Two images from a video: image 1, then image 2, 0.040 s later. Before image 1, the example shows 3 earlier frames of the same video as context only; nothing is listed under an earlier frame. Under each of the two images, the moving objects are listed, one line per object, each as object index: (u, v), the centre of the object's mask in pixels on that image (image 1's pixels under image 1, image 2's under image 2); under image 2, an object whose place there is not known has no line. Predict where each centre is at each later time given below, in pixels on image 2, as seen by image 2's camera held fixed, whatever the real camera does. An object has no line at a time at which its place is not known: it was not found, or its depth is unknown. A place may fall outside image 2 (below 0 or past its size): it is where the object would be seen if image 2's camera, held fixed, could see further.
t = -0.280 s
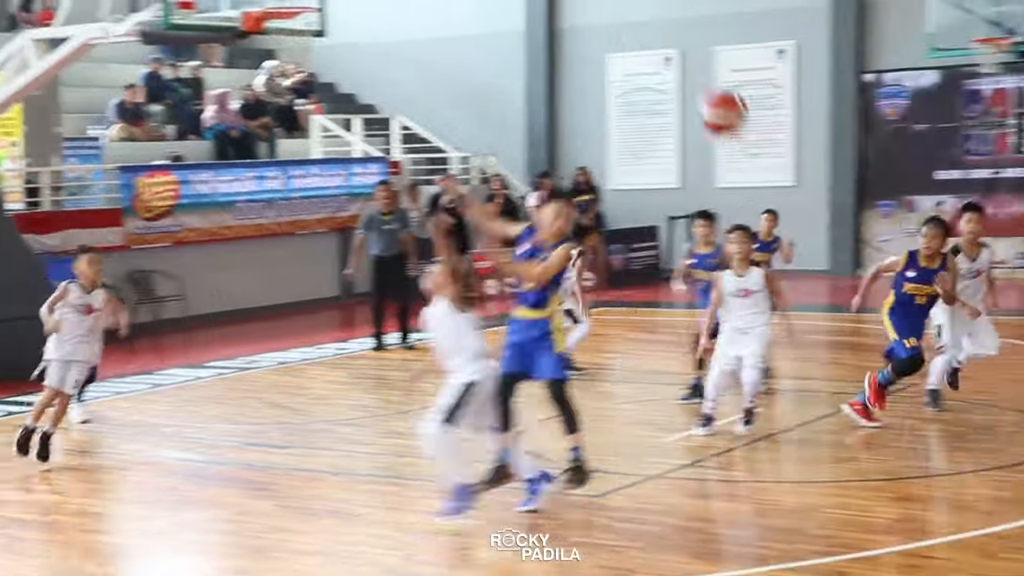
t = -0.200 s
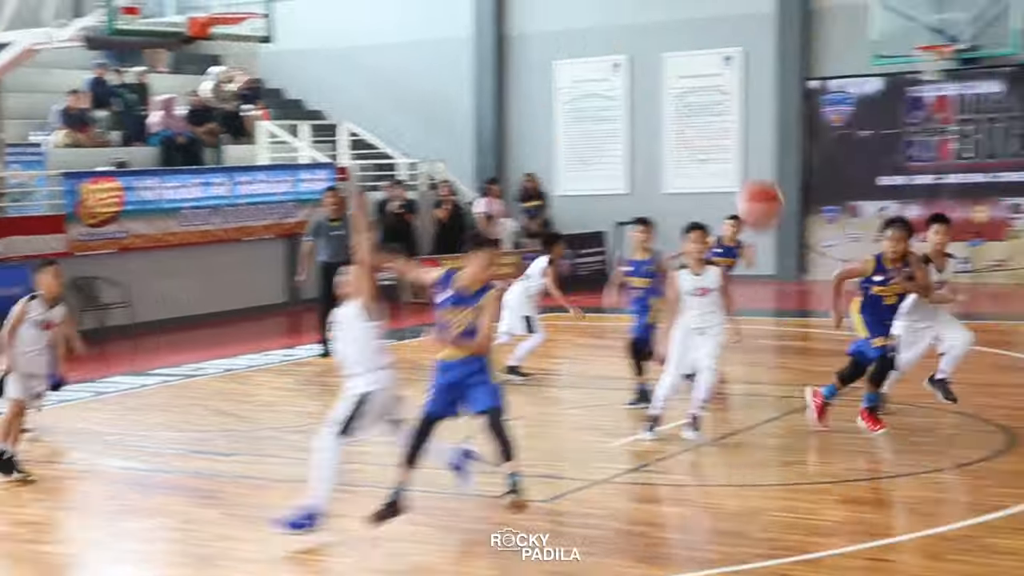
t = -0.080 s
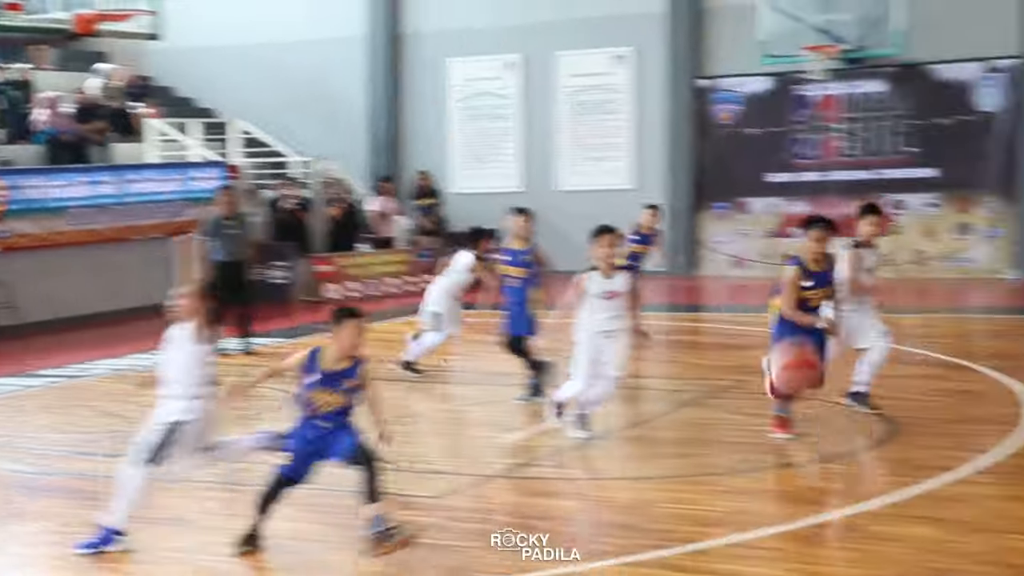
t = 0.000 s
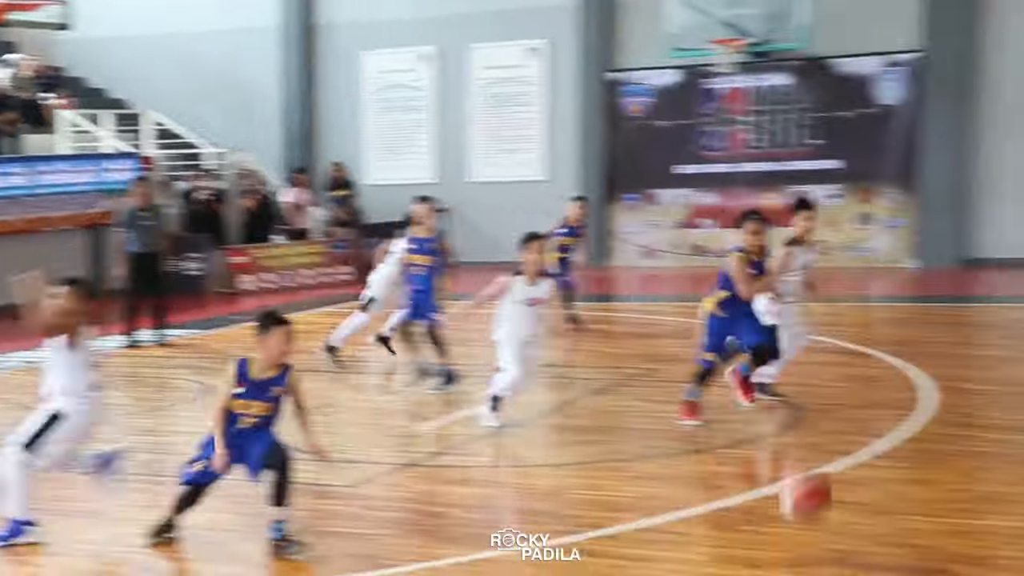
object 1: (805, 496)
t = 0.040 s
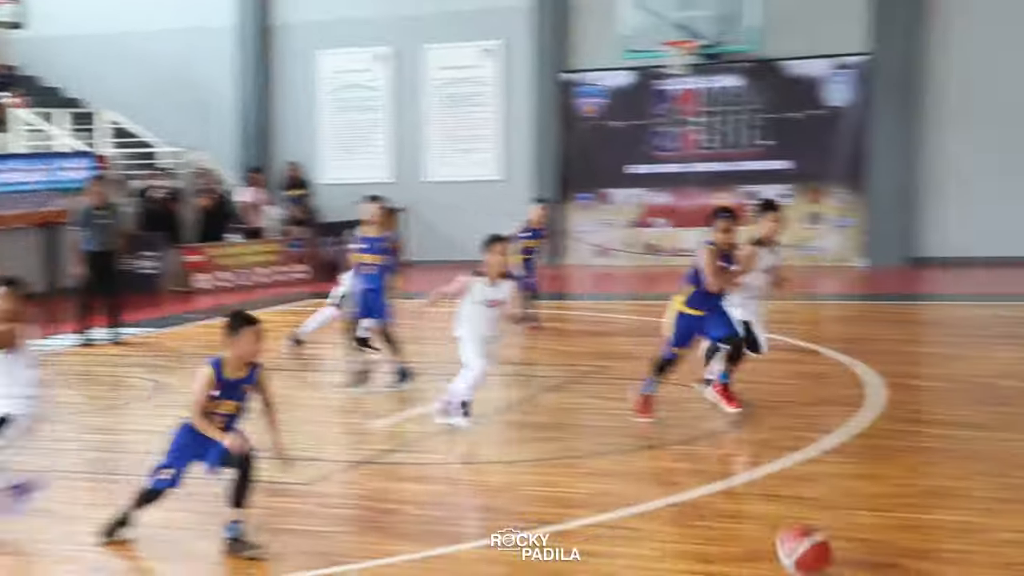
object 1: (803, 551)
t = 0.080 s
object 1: (835, 503)
